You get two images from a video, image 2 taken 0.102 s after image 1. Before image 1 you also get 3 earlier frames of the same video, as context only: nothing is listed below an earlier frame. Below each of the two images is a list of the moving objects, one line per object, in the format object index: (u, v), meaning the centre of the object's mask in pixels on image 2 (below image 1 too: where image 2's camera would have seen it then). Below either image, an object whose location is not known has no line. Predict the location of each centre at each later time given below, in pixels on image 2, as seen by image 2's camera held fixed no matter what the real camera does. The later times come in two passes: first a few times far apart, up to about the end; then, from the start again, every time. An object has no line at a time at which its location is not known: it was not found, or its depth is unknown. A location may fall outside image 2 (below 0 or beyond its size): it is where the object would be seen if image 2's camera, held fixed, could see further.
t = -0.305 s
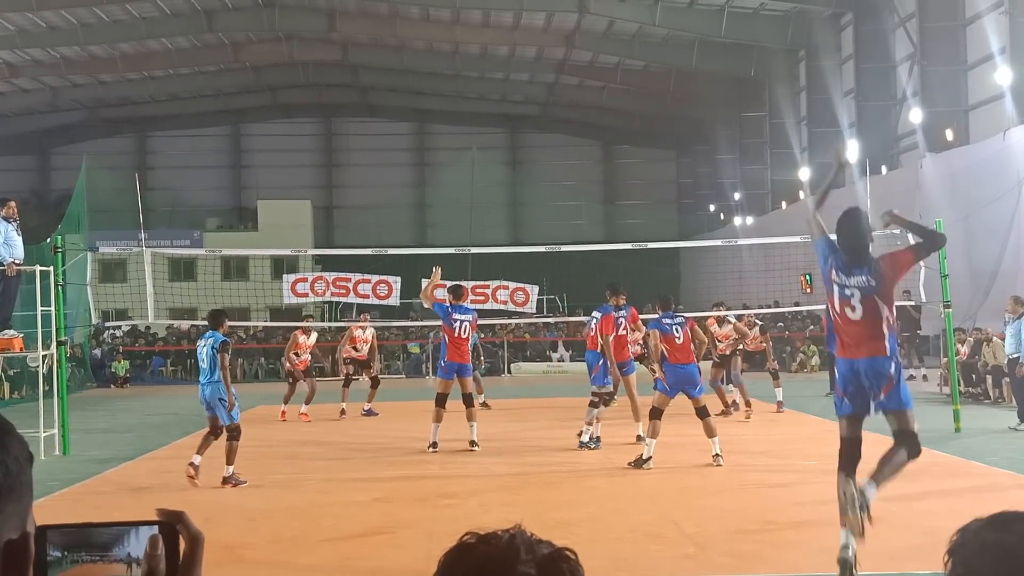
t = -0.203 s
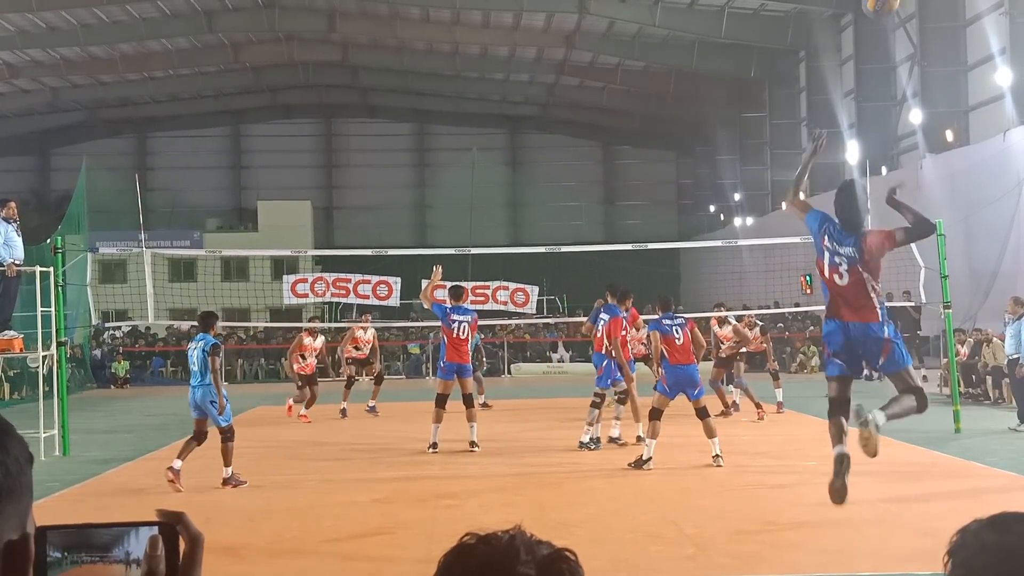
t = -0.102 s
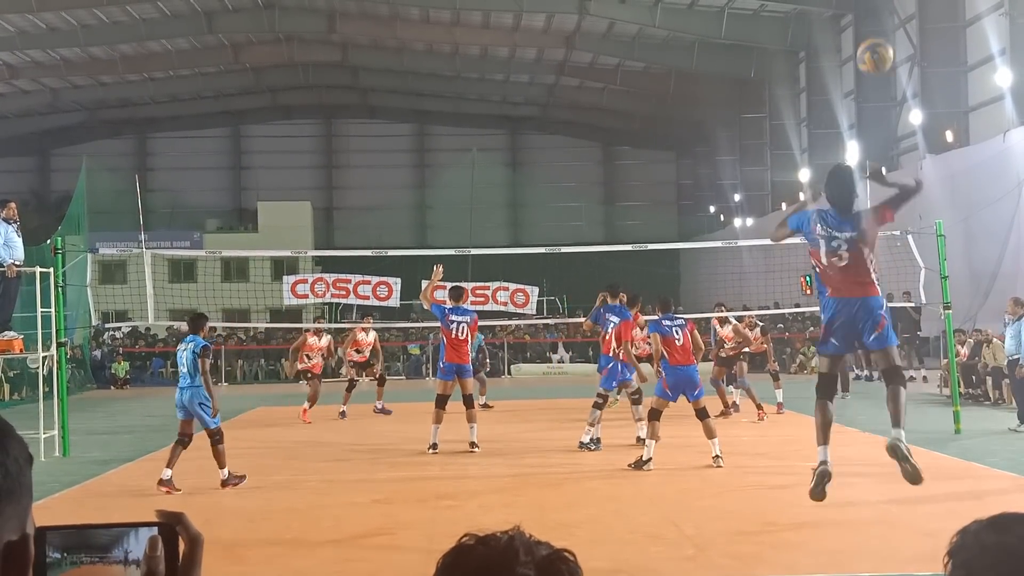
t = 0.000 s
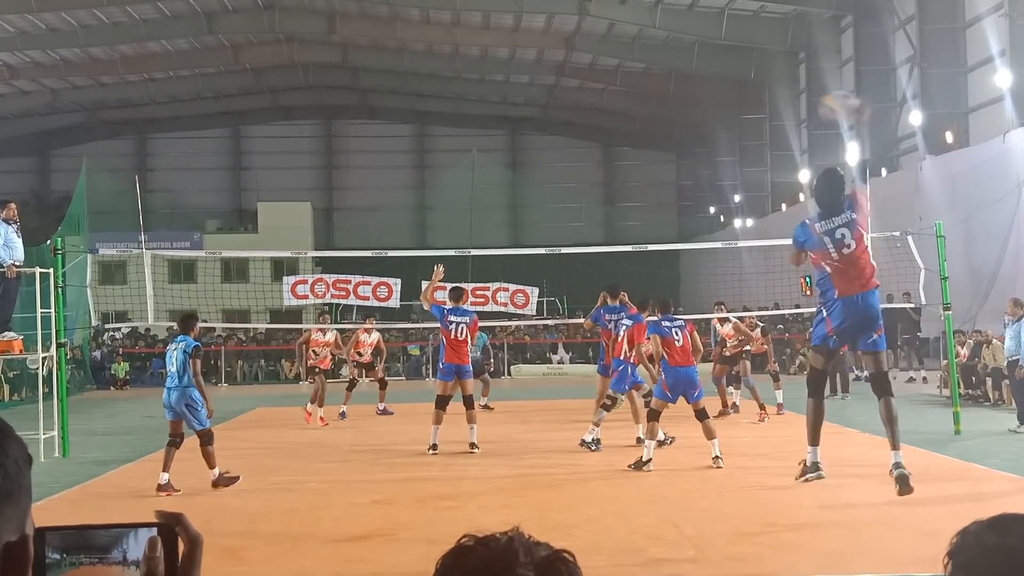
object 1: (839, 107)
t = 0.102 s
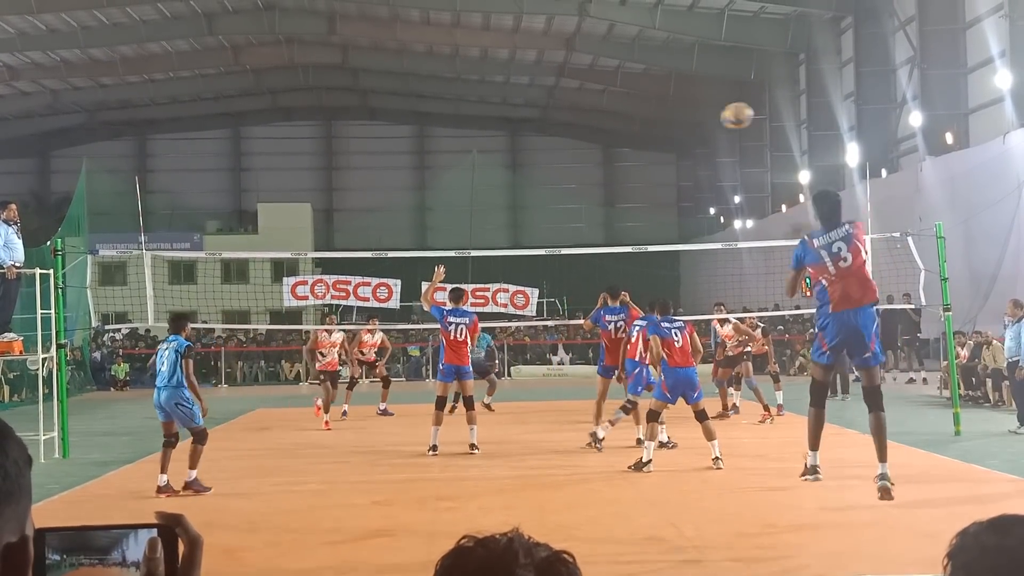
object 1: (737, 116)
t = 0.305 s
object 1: (611, 169)
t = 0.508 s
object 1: (532, 243)
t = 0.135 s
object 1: (711, 122)
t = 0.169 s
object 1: (687, 130)
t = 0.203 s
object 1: (665, 138)
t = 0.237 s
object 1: (645, 148)
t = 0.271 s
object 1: (628, 157)
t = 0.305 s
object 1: (611, 169)
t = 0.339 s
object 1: (595, 180)
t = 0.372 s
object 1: (581, 192)
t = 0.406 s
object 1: (568, 204)
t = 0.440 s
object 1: (555, 217)
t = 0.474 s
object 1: (543, 231)
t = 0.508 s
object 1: (532, 243)
